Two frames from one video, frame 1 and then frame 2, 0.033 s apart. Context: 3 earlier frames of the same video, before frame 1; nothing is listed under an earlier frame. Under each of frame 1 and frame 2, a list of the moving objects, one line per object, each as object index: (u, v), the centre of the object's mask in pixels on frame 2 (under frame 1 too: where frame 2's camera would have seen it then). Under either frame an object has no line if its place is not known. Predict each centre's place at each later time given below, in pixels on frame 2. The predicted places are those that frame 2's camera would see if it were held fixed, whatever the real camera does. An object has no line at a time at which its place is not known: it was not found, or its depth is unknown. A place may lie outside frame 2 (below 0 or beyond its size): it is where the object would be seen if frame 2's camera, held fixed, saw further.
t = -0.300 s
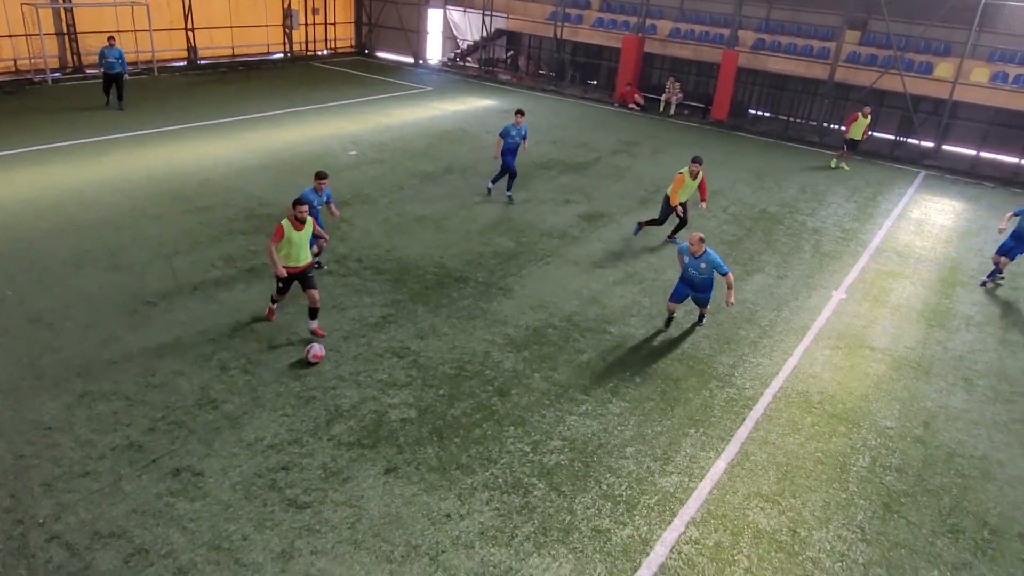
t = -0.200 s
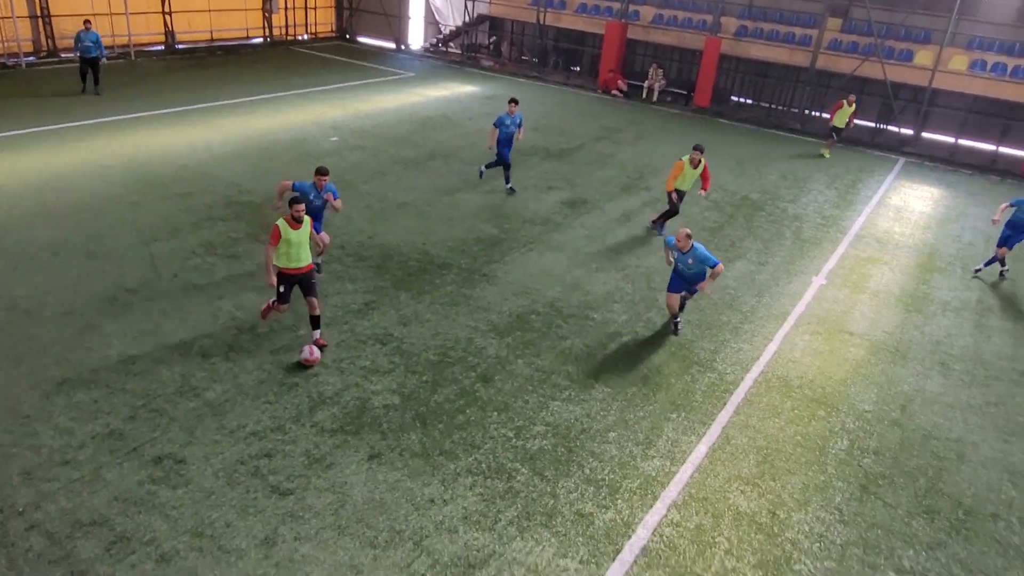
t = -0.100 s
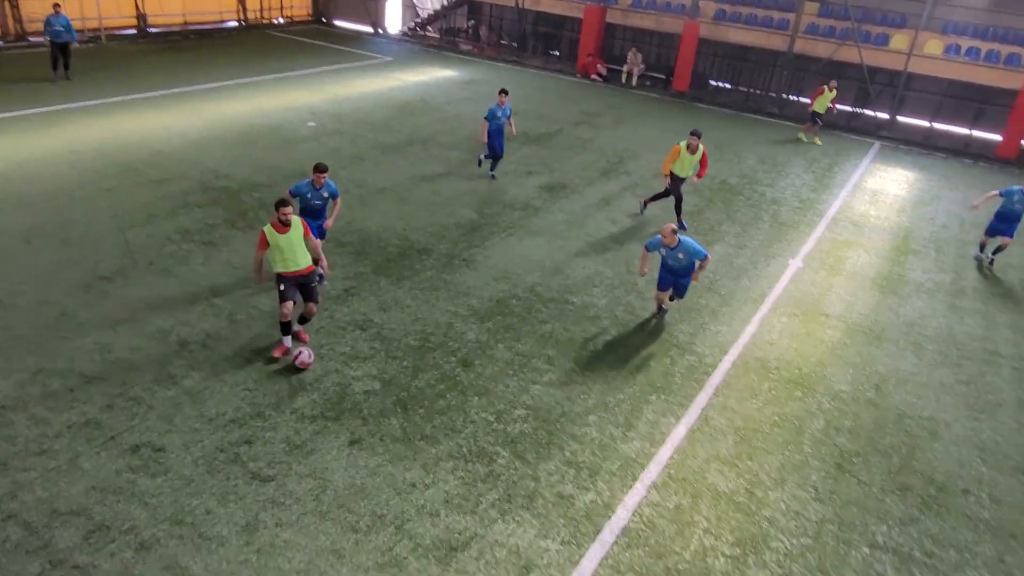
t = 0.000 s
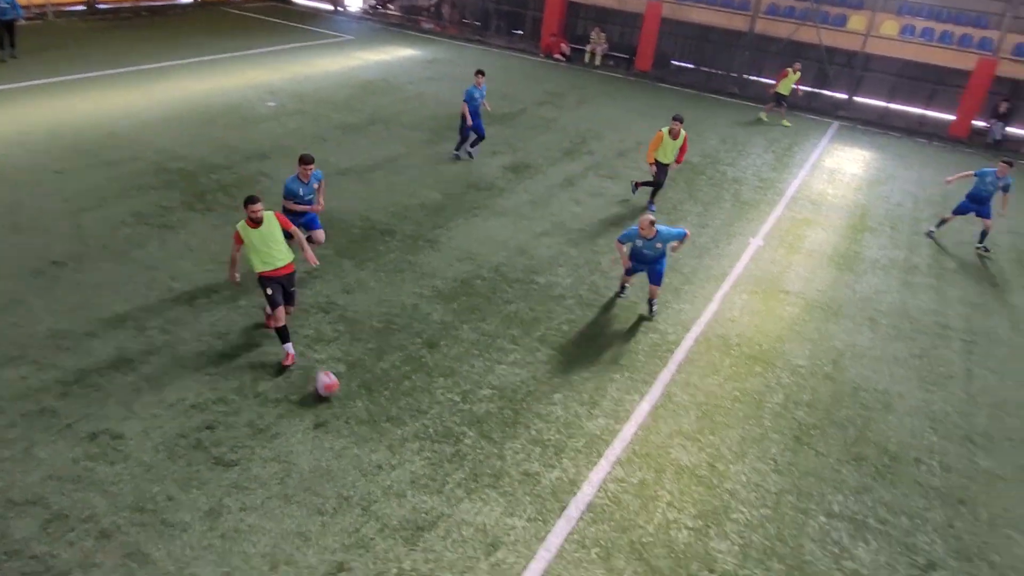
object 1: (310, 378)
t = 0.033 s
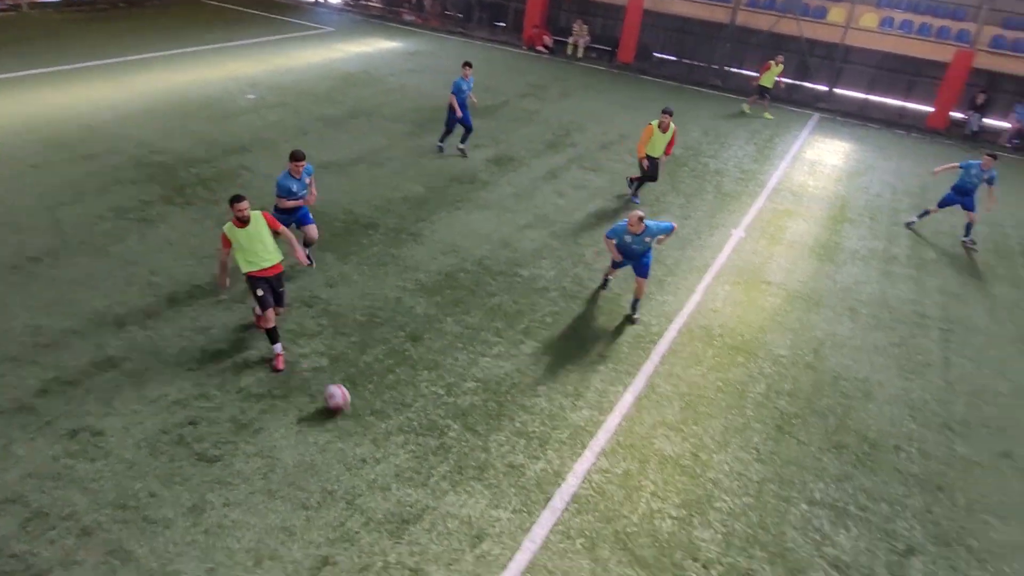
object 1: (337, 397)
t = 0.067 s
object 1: (366, 418)
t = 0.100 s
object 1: (396, 440)
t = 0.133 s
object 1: (426, 459)
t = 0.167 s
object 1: (458, 481)
